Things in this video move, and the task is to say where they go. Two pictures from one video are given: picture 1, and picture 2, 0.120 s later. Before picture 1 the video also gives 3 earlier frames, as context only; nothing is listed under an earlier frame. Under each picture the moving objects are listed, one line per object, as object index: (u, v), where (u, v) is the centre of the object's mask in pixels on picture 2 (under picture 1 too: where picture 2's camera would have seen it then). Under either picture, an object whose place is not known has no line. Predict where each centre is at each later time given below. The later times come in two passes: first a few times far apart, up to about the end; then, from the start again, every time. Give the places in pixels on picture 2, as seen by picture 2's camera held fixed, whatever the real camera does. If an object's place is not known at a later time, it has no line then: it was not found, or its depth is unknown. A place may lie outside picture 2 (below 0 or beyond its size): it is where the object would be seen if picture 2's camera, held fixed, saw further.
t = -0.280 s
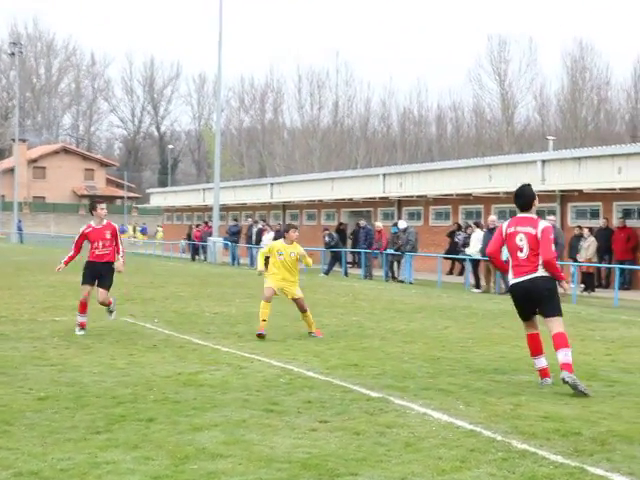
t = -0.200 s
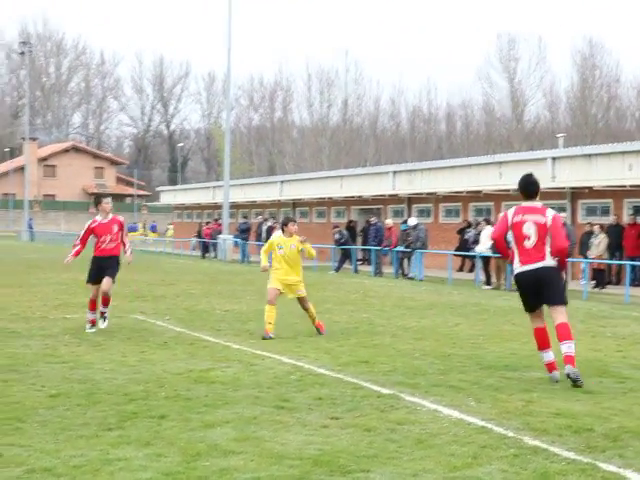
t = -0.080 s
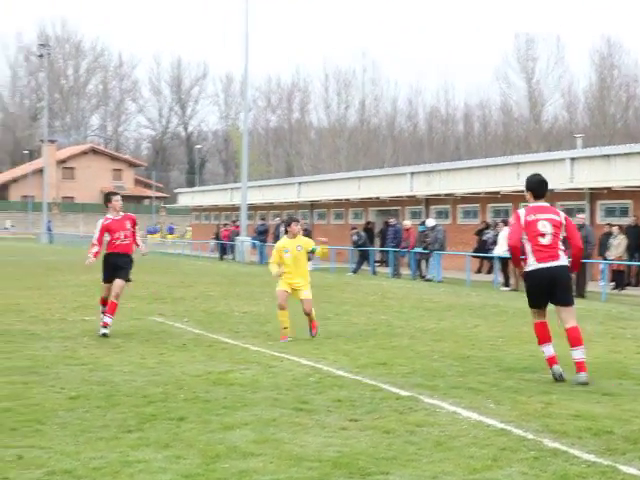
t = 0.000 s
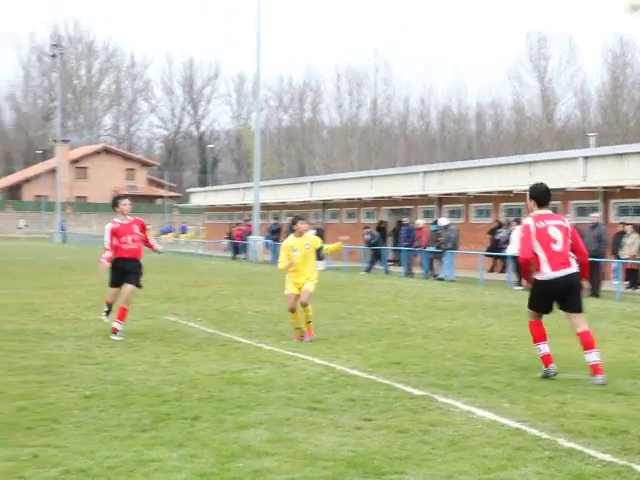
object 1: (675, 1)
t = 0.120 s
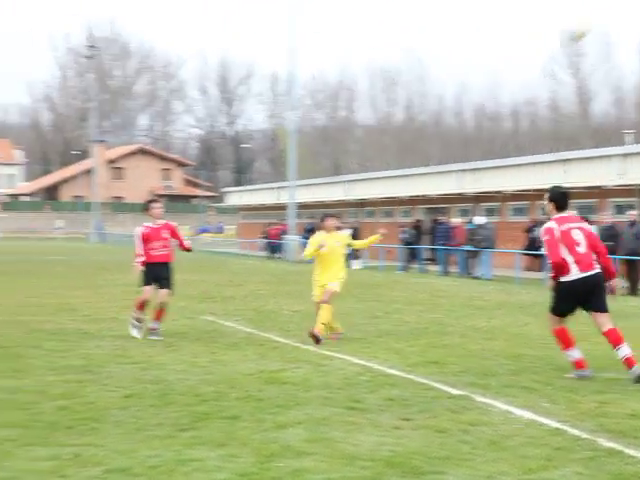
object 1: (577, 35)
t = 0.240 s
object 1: (487, 79)
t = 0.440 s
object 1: (347, 188)
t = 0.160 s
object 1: (546, 46)
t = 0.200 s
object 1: (515, 63)
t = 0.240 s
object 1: (487, 79)
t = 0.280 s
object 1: (454, 98)
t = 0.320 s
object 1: (429, 115)
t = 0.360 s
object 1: (401, 138)
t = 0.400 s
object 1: (375, 159)
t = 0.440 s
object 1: (347, 188)
